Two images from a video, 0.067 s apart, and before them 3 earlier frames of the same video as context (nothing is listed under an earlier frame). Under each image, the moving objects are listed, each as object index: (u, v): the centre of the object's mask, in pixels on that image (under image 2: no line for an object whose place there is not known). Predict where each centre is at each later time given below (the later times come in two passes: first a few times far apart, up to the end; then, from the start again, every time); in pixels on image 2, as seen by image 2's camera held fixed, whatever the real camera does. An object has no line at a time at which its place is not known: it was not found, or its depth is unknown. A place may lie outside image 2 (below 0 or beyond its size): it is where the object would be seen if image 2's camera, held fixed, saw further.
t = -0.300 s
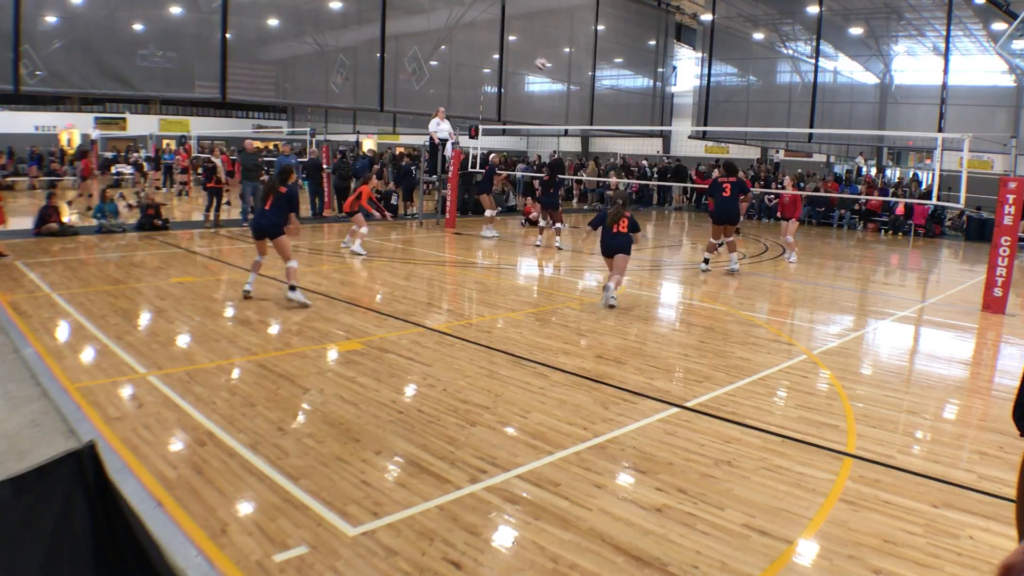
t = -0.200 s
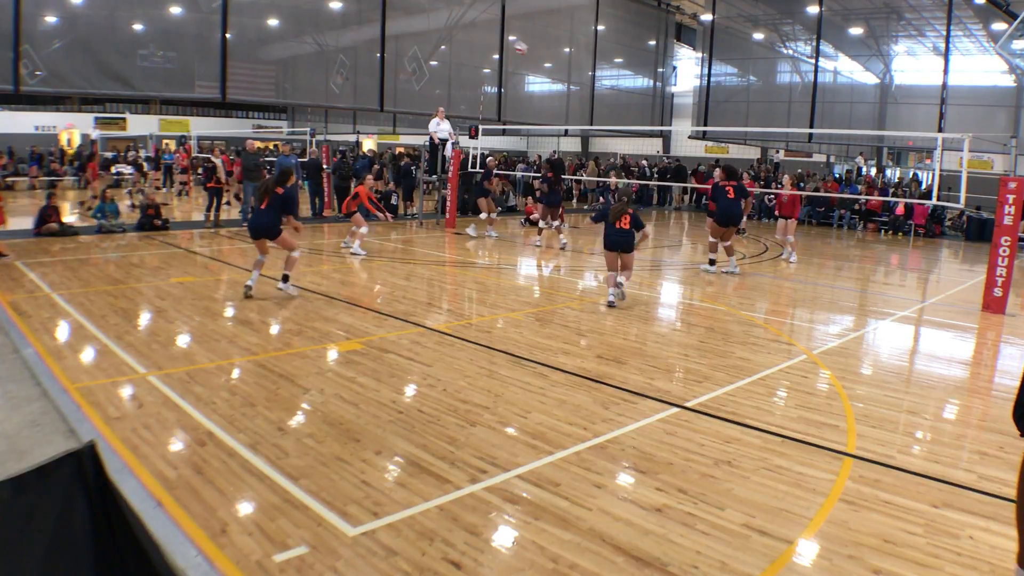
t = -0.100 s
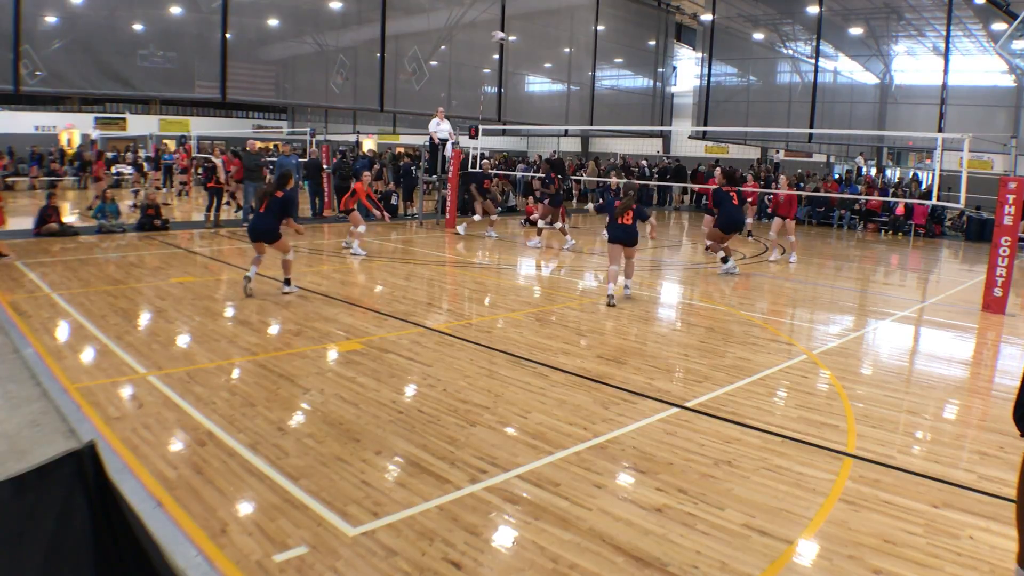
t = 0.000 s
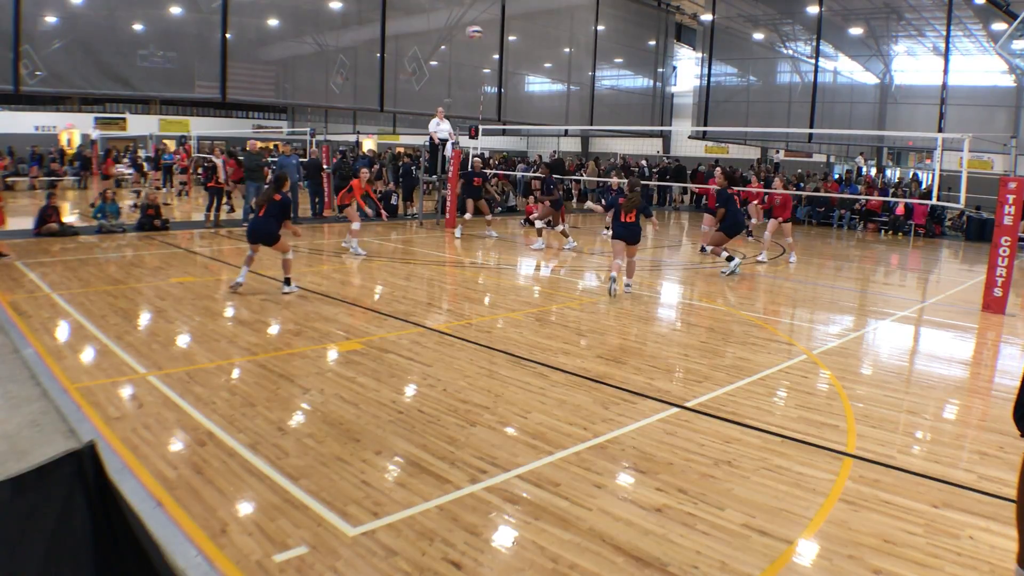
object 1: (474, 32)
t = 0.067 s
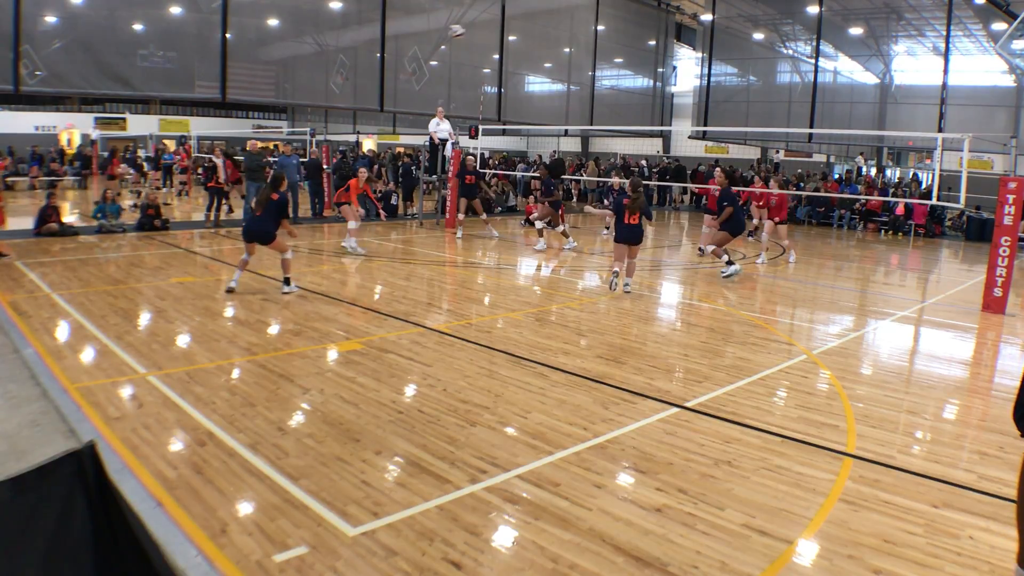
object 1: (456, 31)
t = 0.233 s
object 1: (407, 43)
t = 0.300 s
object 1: (386, 54)
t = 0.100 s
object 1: (447, 32)
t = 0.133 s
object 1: (437, 34)
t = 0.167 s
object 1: (427, 36)
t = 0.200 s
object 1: (417, 38)
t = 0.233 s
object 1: (407, 43)
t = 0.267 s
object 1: (396, 48)
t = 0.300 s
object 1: (386, 54)
